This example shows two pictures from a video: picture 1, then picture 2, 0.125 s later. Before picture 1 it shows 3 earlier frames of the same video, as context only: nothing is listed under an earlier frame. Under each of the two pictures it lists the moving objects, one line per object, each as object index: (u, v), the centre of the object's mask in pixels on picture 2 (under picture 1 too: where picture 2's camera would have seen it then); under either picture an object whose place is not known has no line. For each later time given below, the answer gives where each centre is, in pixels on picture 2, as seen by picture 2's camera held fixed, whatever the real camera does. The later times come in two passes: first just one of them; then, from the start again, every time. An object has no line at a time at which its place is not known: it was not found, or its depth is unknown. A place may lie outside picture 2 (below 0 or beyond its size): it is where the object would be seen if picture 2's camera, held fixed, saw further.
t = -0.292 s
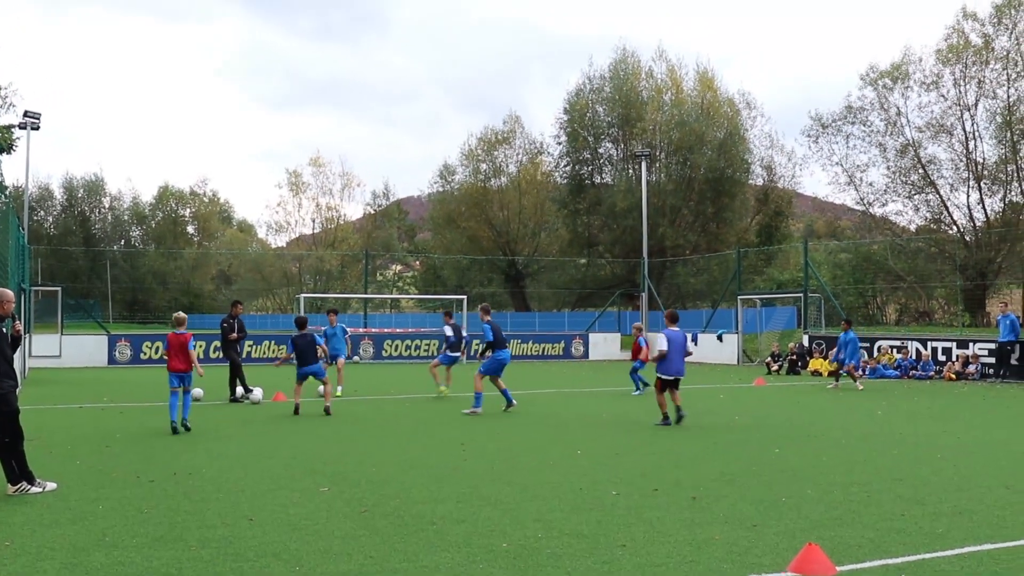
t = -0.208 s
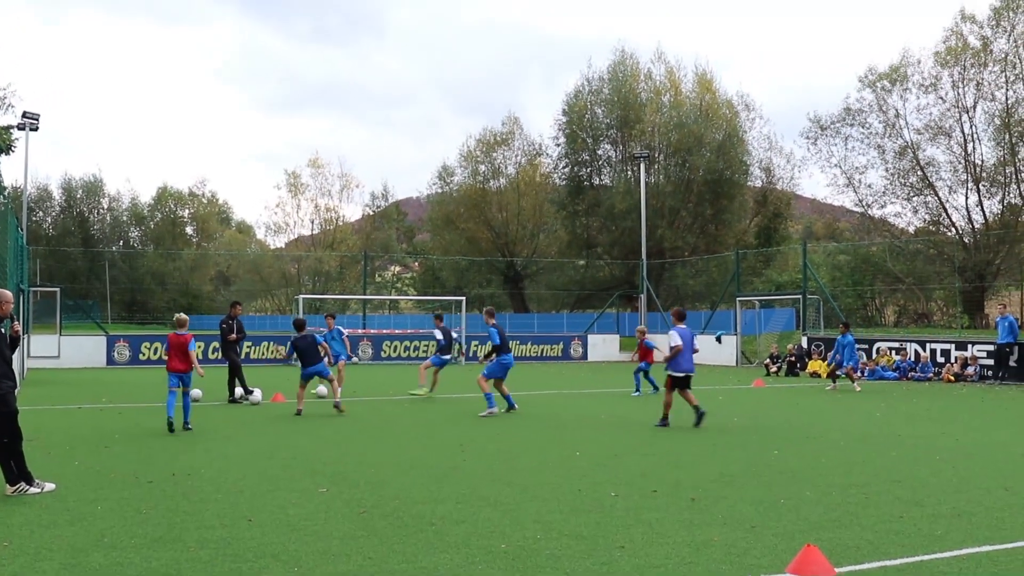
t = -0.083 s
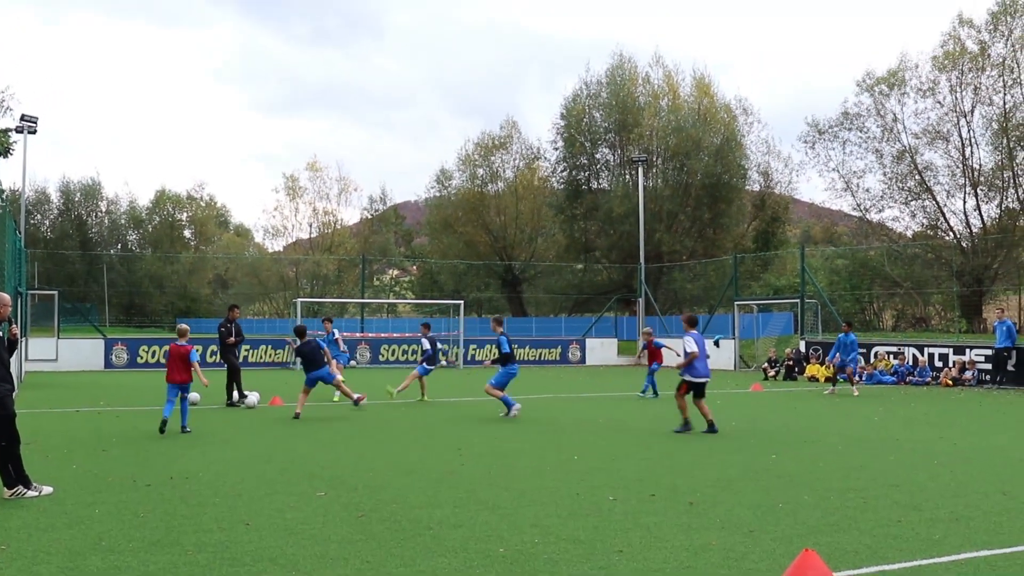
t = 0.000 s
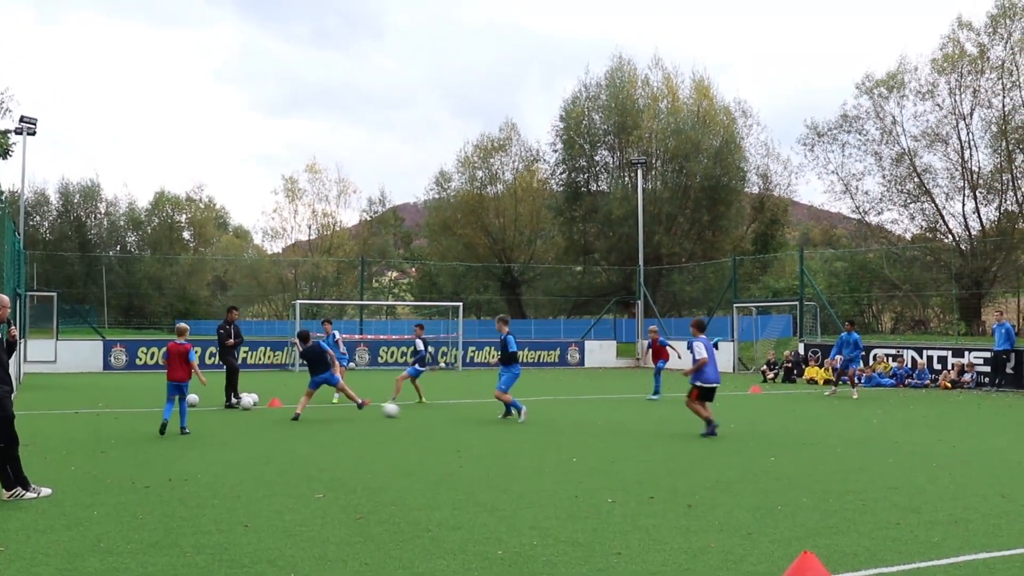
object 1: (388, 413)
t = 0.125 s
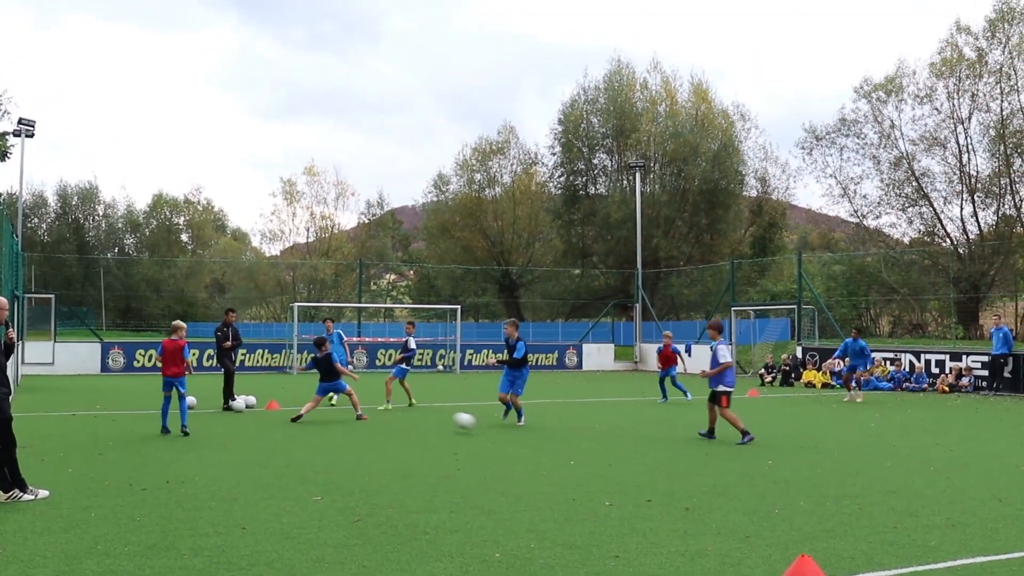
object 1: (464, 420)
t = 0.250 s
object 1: (534, 433)
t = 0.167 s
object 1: (487, 426)
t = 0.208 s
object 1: (511, 433)
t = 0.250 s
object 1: (534, 433)
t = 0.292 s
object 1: (559, 435)
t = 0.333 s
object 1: (585, 438)
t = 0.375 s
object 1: (614, 444)
